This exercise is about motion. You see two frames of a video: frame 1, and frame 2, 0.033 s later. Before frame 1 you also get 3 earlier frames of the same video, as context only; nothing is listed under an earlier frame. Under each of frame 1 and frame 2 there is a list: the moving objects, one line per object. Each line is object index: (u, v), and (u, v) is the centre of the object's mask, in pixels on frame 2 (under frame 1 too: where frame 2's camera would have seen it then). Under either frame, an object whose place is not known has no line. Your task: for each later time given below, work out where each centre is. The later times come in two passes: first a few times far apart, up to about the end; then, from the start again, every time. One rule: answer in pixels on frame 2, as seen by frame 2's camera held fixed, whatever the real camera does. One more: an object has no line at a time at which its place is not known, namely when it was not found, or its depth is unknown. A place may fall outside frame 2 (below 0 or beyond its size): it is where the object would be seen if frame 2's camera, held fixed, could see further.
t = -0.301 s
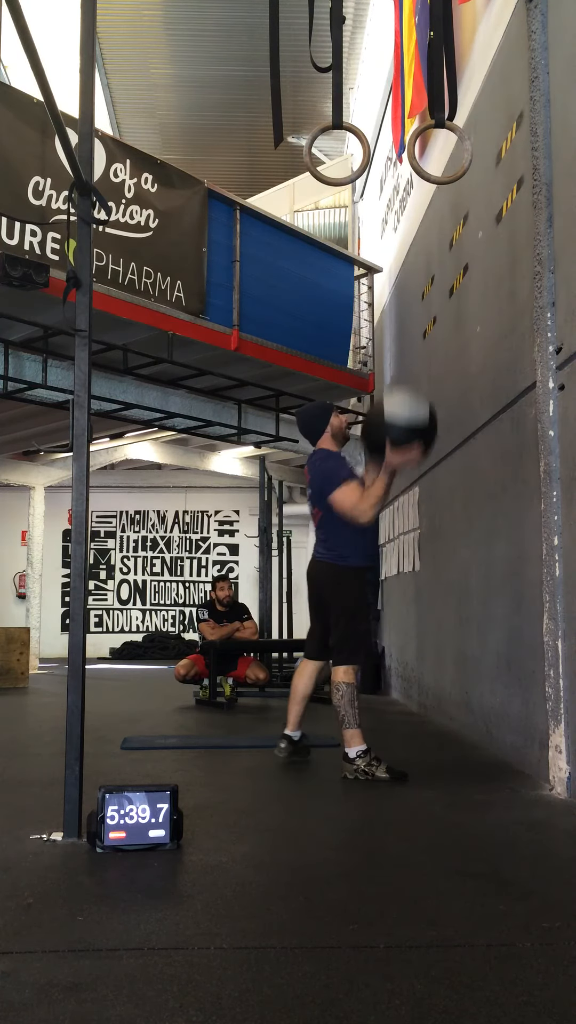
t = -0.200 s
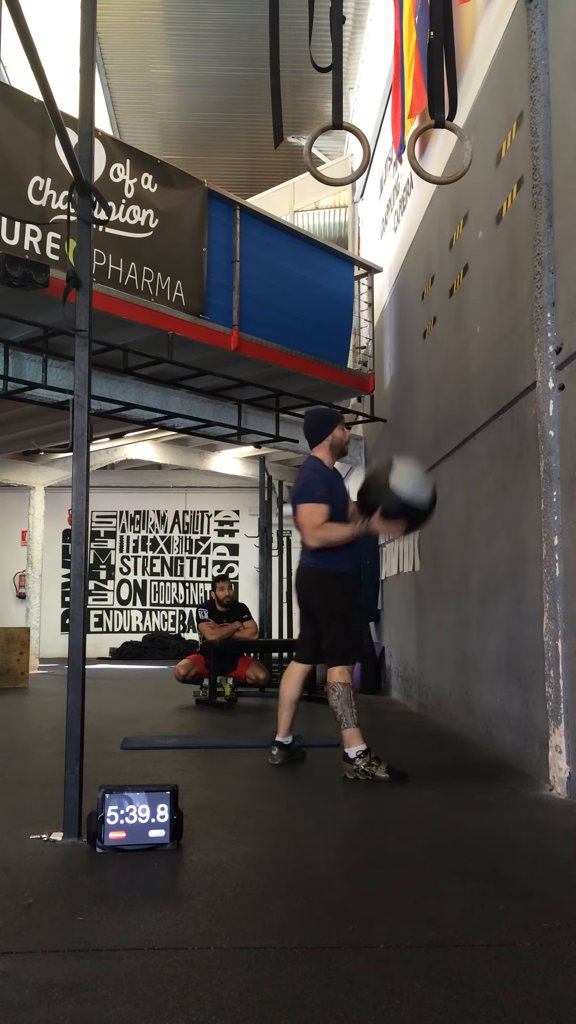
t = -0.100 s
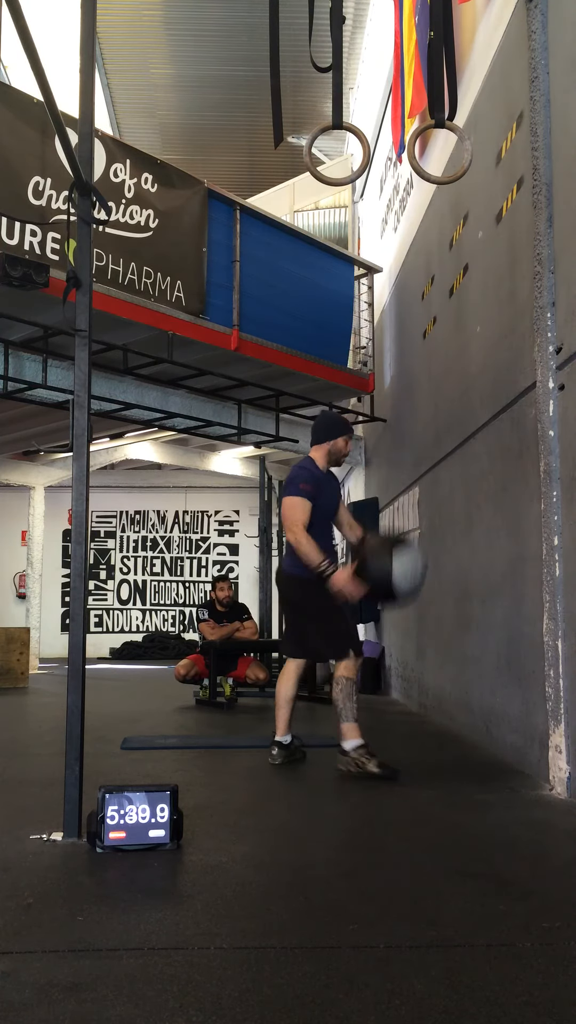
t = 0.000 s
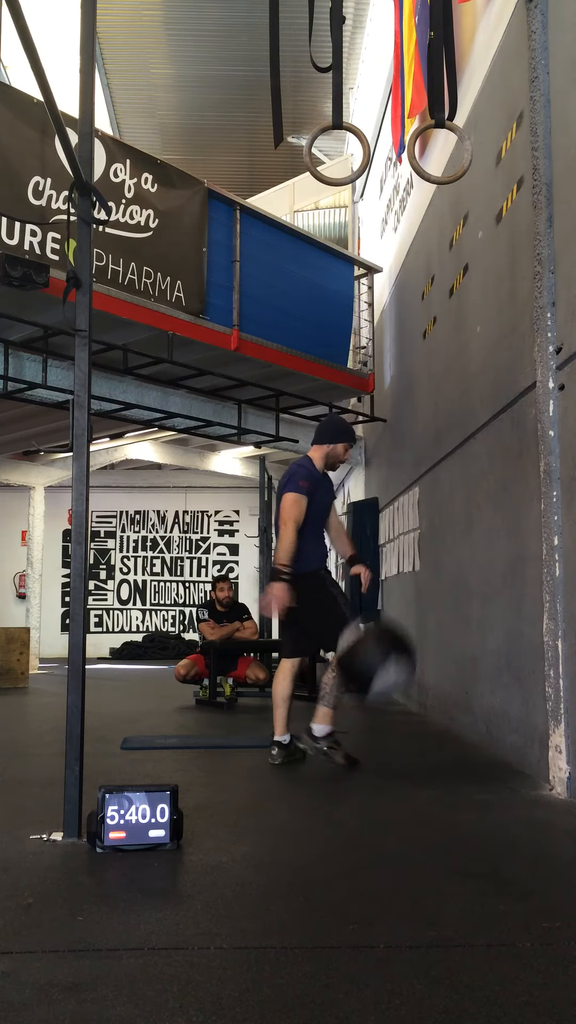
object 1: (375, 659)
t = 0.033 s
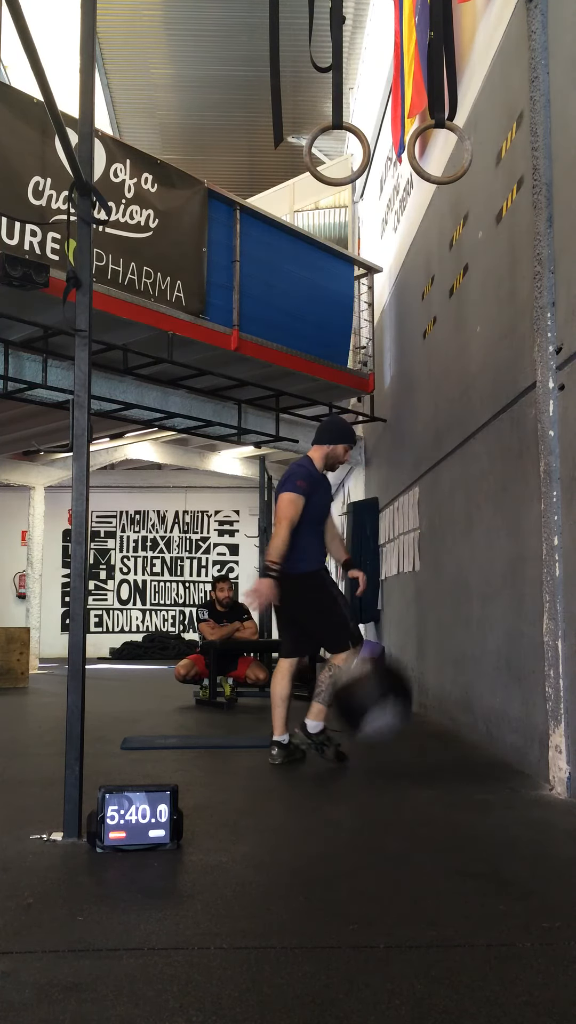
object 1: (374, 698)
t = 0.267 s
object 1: (374, 678)
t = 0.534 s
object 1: (382, 699)
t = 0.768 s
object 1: (396, 728)
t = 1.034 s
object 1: (418, 741)
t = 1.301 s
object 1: (428, 744)
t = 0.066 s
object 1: (369, 735)
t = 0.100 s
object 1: (369, 744)
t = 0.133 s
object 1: (369, 727)
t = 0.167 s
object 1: (370, 710)
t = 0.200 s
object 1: (372, 698)
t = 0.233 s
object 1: (372, 685)
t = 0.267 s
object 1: (374, 678)
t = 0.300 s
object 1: (375, 672)
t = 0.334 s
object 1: (375, 669)
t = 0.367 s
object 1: (377, 668)
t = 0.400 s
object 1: (378, 669)
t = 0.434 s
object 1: (378, 673)
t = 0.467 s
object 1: (380, 679)
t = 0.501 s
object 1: (382, 688)
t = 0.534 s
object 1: (382, 699)
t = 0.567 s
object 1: (383, 712)
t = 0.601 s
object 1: (384, 729)
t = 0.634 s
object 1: (386, 744)
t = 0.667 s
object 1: (388, 743)
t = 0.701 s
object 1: (391, 736)
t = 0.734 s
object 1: (394, 731)
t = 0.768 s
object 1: (396, 728)
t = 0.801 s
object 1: (399, 727)
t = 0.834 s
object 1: (402, 729)
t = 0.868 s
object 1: (405, 734)
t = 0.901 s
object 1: (408, 742)
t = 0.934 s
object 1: (411, 747)
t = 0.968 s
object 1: (413, 744)
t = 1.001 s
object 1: (416, 741)
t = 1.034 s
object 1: (418, 741)
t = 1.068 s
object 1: (420, 742)
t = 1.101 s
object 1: (422, 745)
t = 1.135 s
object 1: (424, 745)
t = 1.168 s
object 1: (425, 744)
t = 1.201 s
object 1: (426, 744)
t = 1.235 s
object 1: (427, 744)
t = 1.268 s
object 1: (428, 745)
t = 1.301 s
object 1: (428, 744)
